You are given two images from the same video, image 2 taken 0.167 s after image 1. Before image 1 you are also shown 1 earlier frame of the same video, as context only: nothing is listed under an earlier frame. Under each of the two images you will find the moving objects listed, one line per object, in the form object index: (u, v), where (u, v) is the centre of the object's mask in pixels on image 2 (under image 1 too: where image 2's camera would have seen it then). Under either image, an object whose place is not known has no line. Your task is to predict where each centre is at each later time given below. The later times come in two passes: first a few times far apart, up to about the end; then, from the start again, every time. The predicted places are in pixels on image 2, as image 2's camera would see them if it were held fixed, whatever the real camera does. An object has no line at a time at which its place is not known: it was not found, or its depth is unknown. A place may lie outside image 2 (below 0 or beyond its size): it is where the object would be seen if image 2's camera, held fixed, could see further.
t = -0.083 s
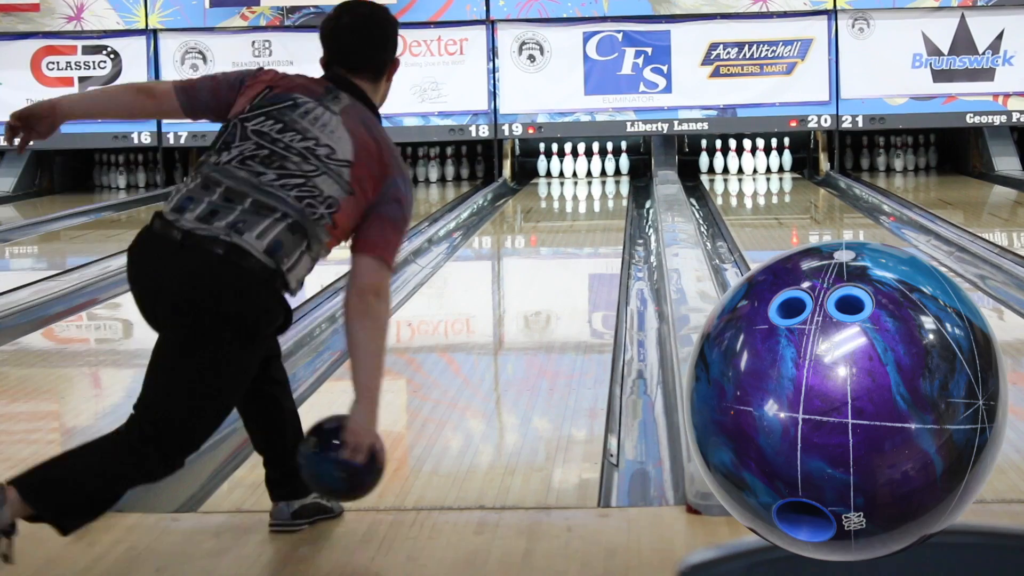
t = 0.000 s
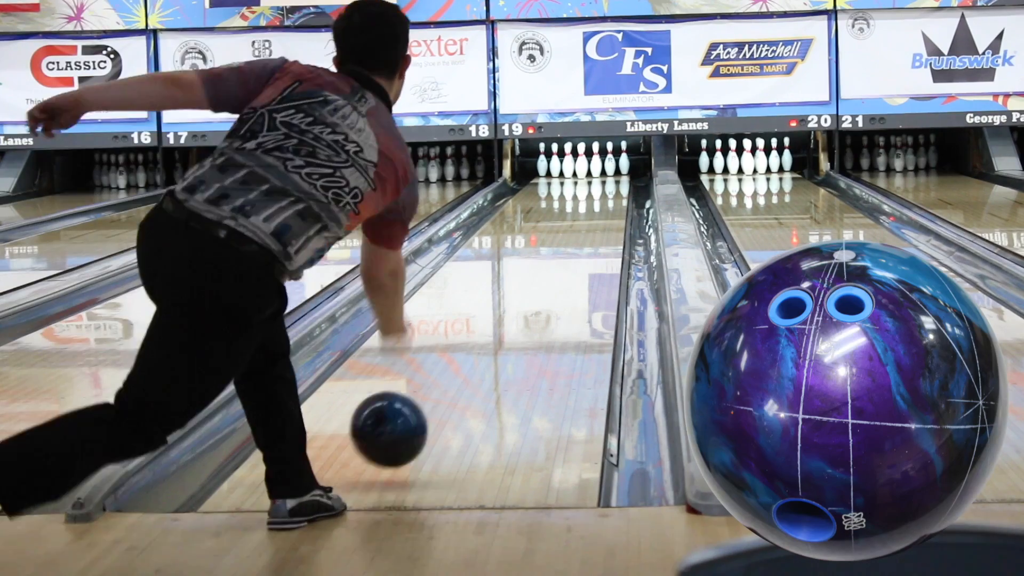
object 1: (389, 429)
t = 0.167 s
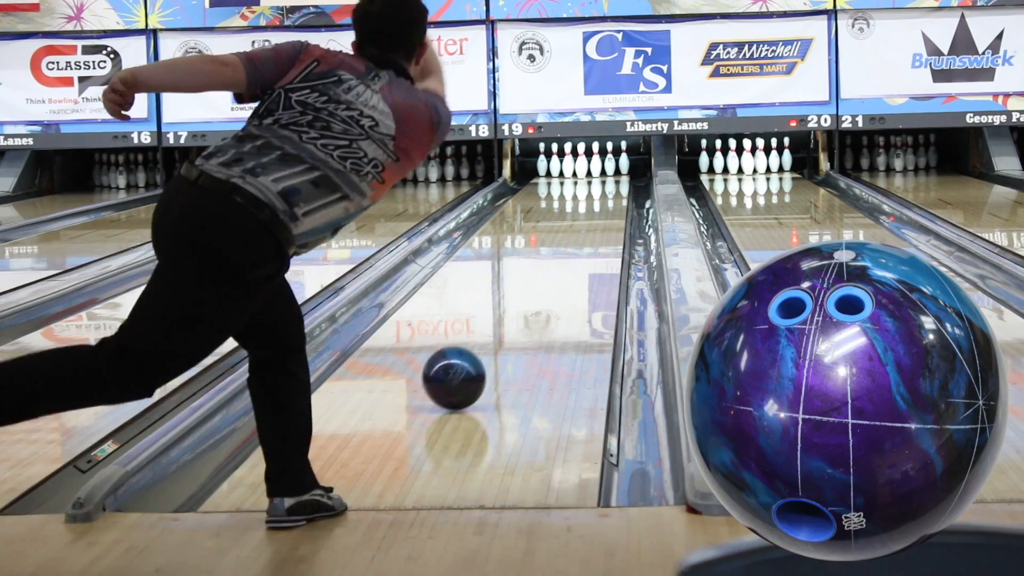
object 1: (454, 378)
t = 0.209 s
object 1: (467, 365)
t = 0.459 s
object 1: (524, 305)
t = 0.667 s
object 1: (555, 271)
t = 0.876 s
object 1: (577, 245)
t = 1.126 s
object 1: (596, 222)
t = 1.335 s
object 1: (606, 207)
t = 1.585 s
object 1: (614, 194)
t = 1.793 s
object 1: (614, 185)
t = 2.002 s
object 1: (610, 178)
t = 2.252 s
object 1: (598, 172)
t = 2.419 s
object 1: (595, 168)
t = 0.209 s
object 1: (467, 365)
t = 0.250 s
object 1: (478, 353)
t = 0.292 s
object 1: (489, 342)
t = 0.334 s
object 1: (498, 332)
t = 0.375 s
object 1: (508, 322)
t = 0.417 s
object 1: (516, 313)
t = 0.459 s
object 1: (524, 305)
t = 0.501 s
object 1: (531, 297)
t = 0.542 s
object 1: (538, 290)
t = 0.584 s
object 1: (544, 283)
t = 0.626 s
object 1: (550, 277)
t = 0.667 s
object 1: (555, 271)
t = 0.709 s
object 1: (560, 265)
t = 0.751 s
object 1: (565, 260)
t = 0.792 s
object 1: (569, 255)
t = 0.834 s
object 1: (574, 250)
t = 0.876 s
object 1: (577, 245)
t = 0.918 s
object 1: (581, 241)
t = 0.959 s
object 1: (585, 237)
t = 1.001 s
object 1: (588, 233)
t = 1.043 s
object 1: (591, 229)
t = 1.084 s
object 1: (593, 226)
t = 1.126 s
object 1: (596, 222)
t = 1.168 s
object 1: (599, 219)
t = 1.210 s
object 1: (601, 216)
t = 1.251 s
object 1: (603, 213)
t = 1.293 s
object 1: (605, 210)
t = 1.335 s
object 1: (606, 207)
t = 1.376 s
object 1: (608, 205)
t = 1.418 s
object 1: (610, 203)
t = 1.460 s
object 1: (611, 200)
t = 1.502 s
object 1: (612, 198)
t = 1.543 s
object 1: (613, 196)
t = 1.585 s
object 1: (614, 194)
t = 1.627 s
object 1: (614, 192)
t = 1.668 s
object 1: (614, 190)
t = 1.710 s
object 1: (614, 188)
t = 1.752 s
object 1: (614, 186)
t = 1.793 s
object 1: (614, 185)
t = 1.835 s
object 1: (614, 183)
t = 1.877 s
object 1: (613, 182)
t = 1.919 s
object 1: (612, 180)
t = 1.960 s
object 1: (611, 179)
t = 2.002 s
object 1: (610, 178)
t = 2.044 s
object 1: (609, 177)
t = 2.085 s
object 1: (607, 176)
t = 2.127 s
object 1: (605, 175)
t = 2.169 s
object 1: (603, 174)
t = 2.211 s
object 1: (600, 173)
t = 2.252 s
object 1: (598, 172)
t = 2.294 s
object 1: (596, 171)
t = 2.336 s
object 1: (594, 170)
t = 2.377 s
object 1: (594, 169)
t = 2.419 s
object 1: (595, 168)
